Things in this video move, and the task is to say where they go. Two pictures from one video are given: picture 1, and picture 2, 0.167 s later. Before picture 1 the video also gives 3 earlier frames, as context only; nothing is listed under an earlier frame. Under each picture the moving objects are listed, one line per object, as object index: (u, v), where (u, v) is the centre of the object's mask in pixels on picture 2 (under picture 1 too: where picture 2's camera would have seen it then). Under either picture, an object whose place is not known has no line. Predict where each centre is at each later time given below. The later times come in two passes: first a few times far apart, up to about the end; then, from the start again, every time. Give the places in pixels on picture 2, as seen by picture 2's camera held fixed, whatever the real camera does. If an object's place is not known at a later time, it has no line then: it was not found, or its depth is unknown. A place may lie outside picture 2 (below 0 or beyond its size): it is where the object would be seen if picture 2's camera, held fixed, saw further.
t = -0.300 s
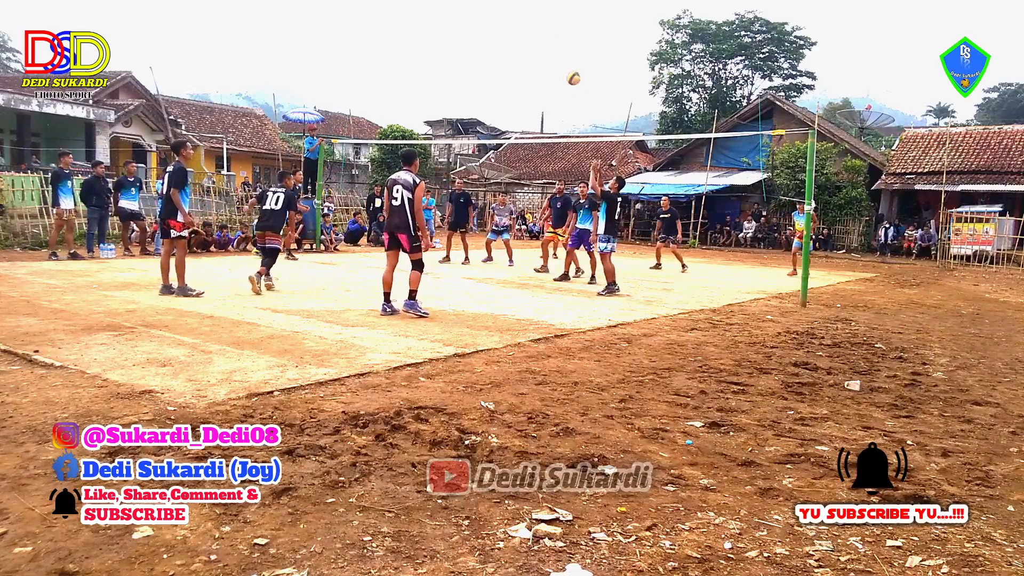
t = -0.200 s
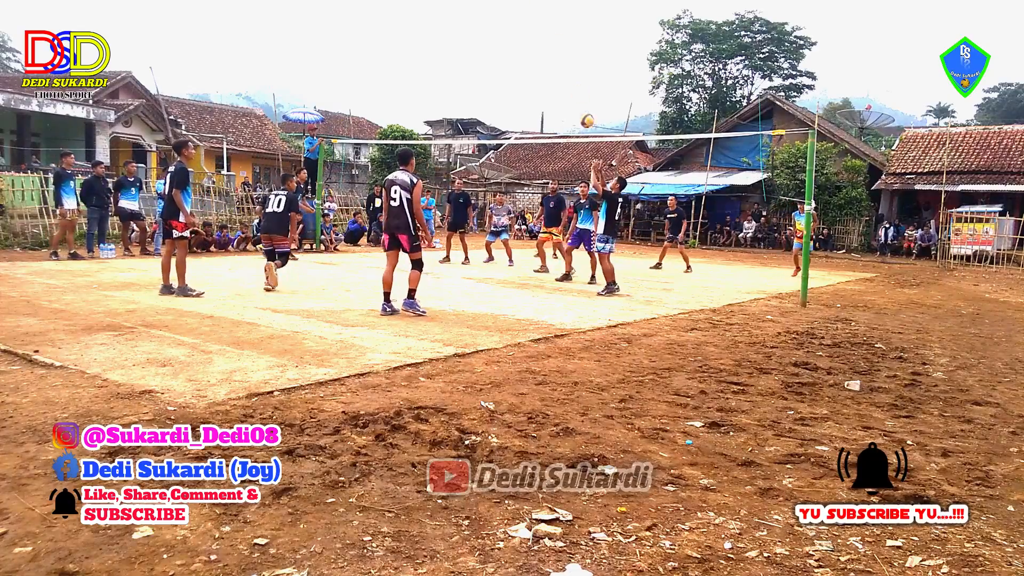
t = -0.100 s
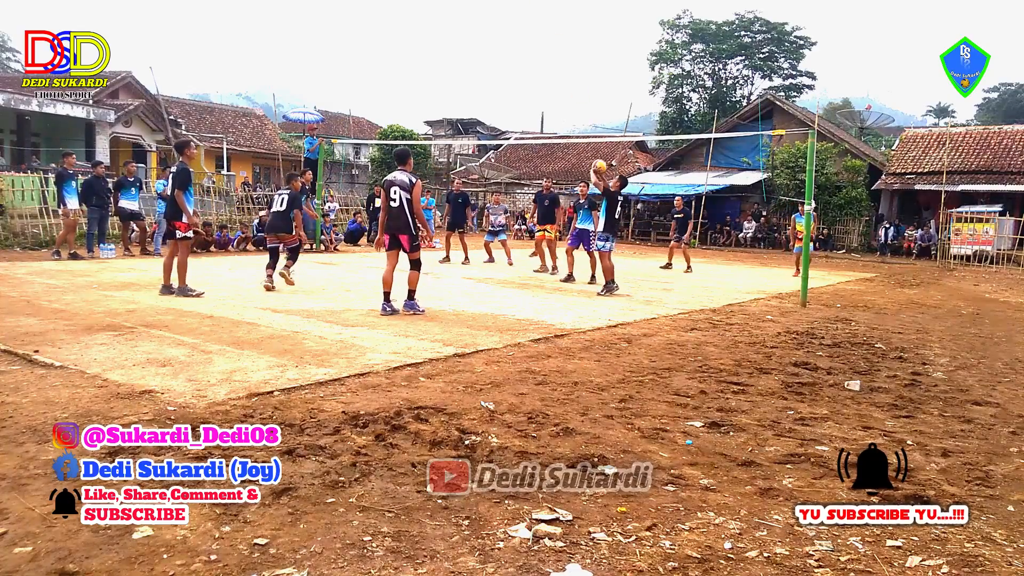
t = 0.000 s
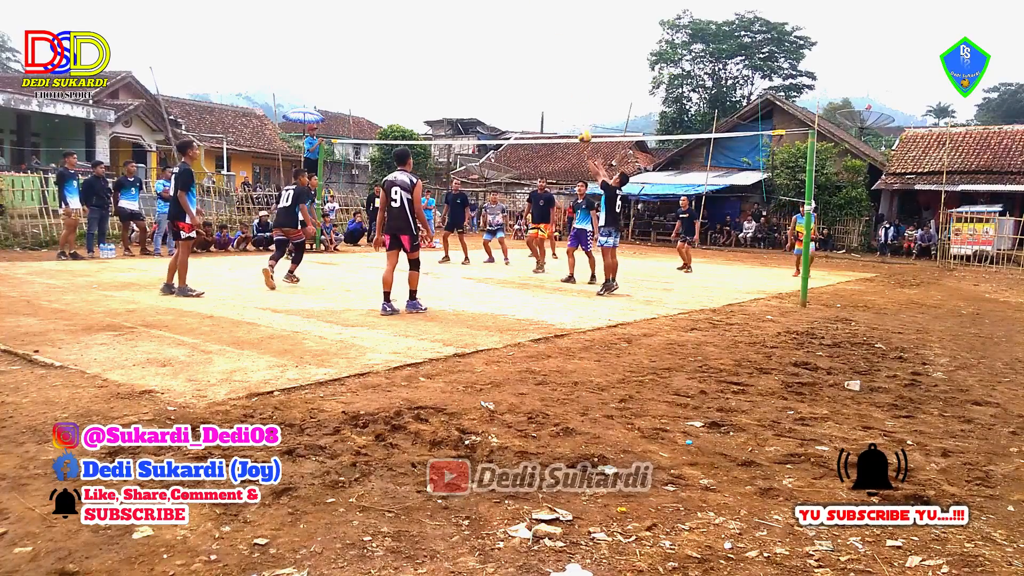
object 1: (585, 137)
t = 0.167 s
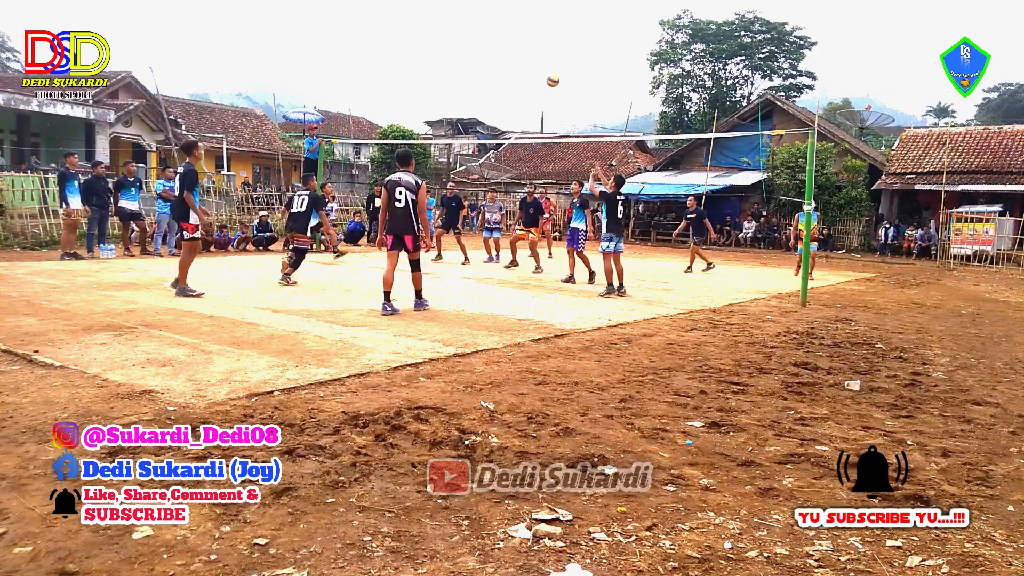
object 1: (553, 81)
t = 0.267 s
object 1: (534, 58)
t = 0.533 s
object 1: (486, 32)
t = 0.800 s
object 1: (443, 51)
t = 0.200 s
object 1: (546, 72)
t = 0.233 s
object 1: (540, 65)
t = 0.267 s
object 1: (534, 58)
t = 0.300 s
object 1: (528, 52)
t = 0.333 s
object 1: (521, 48)
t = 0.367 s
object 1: (515, 43)
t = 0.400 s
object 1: (509, 39)
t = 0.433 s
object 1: (503, 36)
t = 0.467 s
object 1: (498, 34)
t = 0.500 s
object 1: (492, 33)
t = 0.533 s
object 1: (486, 32)
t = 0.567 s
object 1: (480, 32)
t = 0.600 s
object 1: (475, 33)
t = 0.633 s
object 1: (469, 35)
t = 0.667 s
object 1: (464, 37)
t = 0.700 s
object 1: (458, 39)
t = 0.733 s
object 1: (453, 43)
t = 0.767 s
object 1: (448, 46)
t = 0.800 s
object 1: (443, 51)
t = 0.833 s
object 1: (437, 56)
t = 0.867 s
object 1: (432, 61)
